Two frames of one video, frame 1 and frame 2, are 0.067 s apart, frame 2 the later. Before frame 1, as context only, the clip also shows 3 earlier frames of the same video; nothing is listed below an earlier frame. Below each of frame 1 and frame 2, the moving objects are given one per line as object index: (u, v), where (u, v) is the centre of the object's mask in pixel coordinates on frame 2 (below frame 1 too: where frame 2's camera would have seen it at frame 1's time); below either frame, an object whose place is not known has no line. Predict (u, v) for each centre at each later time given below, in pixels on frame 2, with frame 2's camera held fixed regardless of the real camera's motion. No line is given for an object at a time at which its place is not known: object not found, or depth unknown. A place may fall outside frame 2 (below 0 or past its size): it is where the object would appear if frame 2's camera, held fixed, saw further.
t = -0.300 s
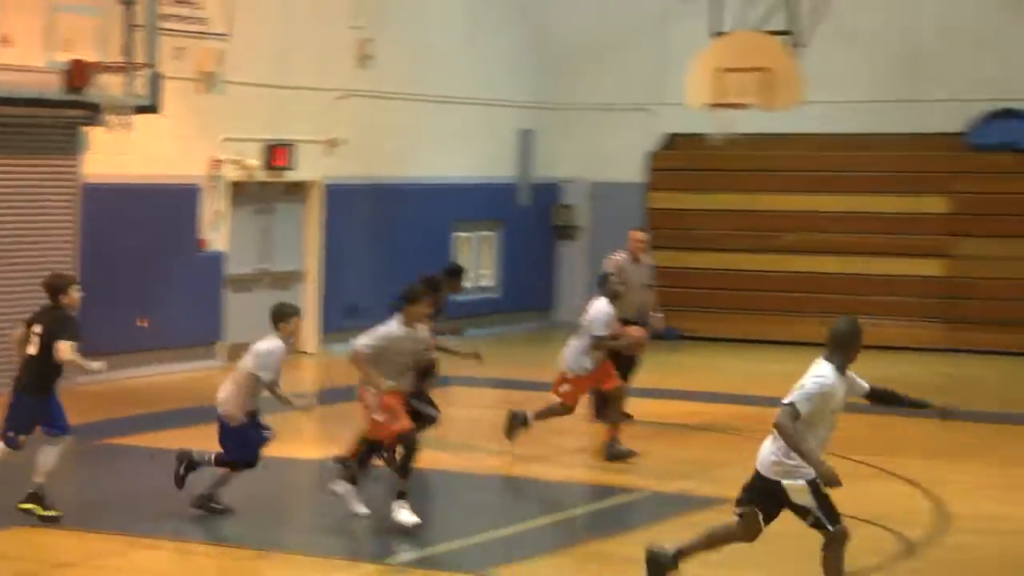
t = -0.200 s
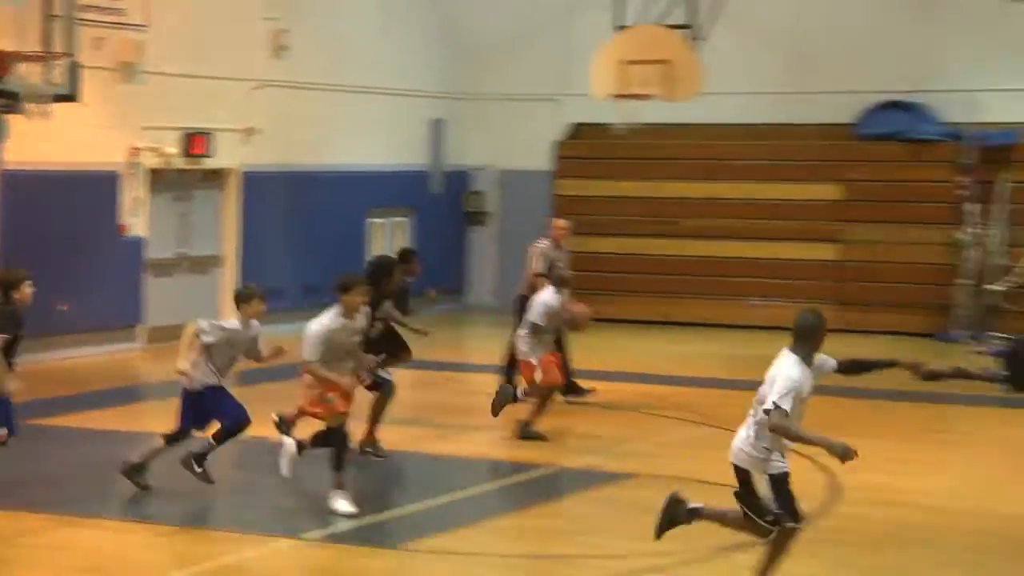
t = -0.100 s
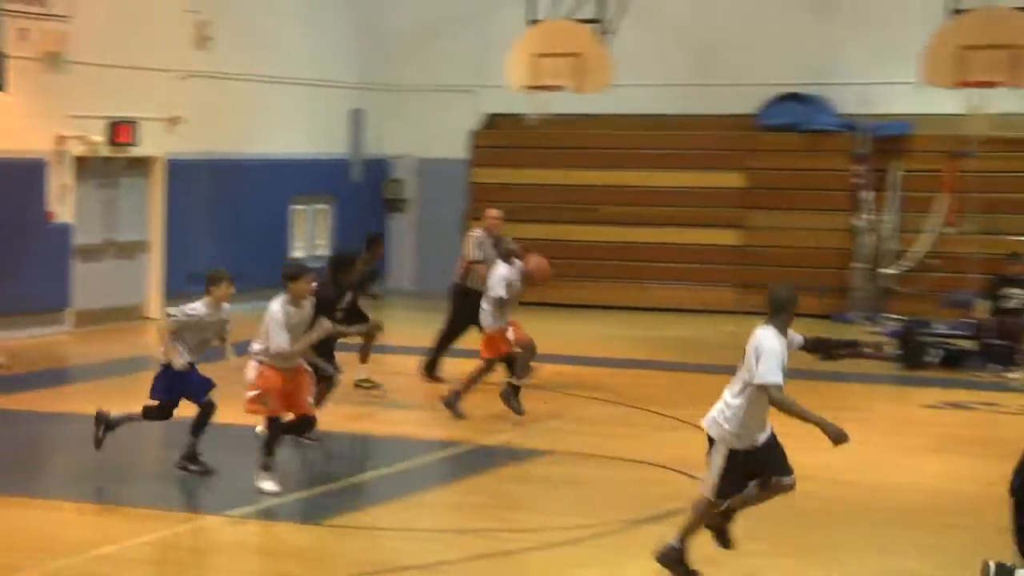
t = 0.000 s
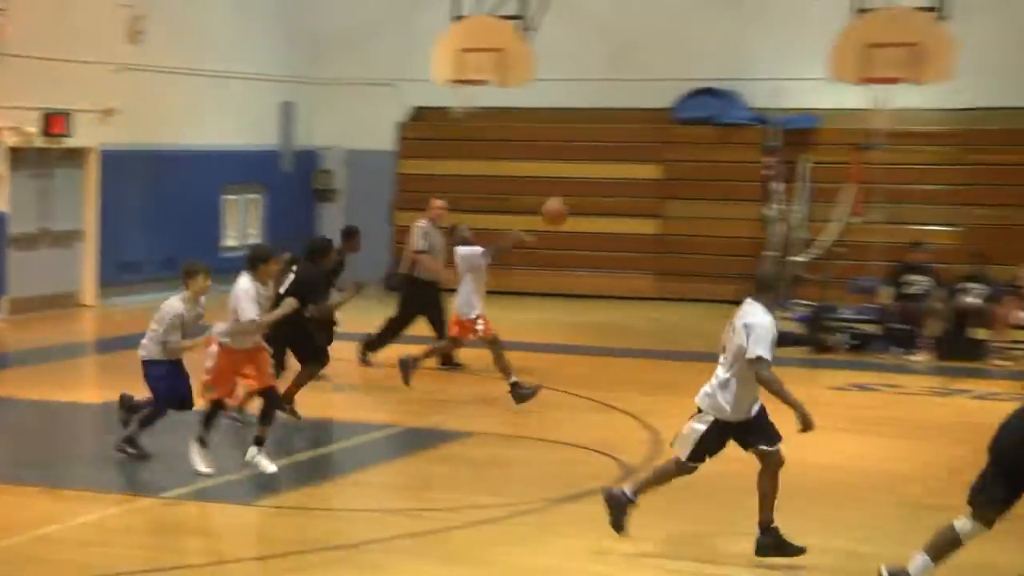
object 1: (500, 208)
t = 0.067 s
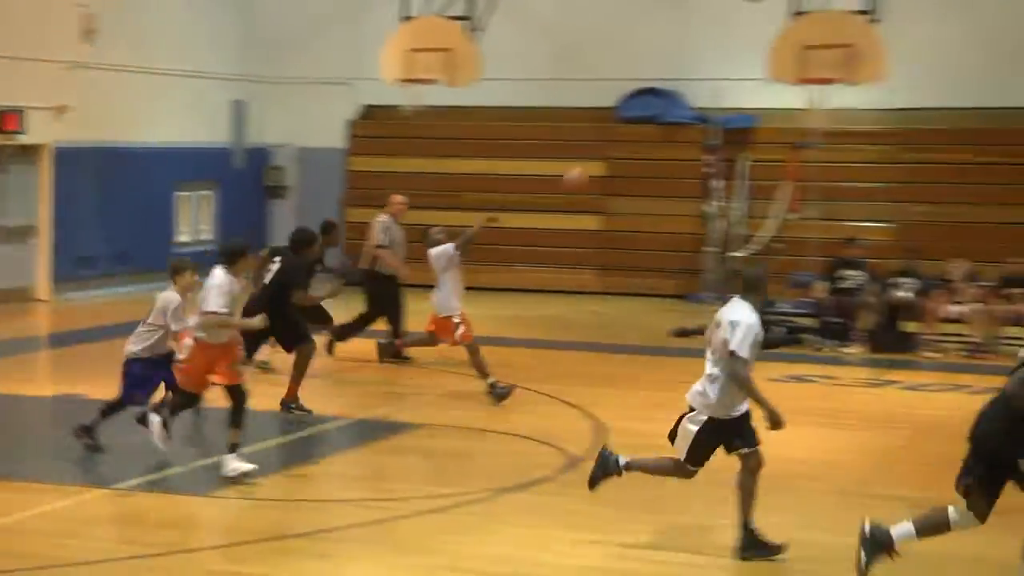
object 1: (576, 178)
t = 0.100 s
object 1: (617, 167)
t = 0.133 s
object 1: (653, 155)
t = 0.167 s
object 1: (693, 148)
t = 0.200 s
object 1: (733, 141)
